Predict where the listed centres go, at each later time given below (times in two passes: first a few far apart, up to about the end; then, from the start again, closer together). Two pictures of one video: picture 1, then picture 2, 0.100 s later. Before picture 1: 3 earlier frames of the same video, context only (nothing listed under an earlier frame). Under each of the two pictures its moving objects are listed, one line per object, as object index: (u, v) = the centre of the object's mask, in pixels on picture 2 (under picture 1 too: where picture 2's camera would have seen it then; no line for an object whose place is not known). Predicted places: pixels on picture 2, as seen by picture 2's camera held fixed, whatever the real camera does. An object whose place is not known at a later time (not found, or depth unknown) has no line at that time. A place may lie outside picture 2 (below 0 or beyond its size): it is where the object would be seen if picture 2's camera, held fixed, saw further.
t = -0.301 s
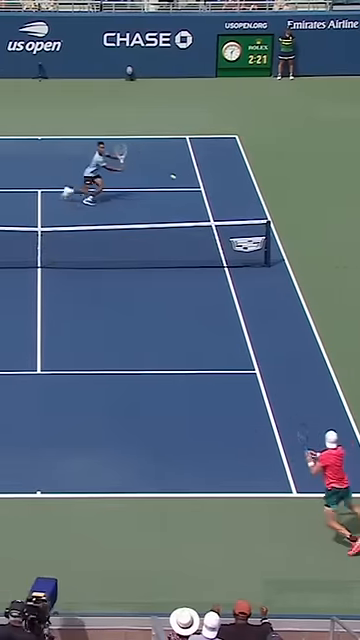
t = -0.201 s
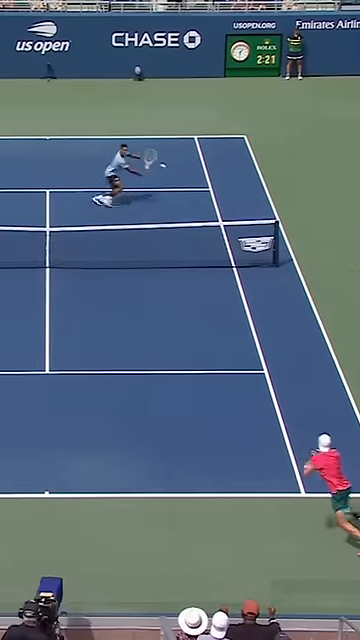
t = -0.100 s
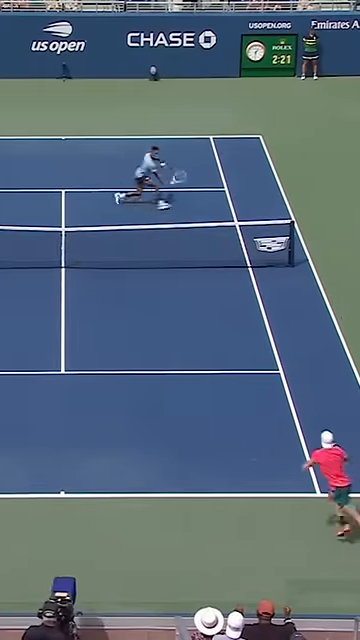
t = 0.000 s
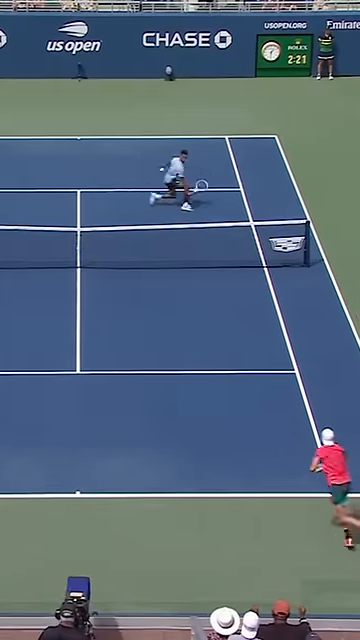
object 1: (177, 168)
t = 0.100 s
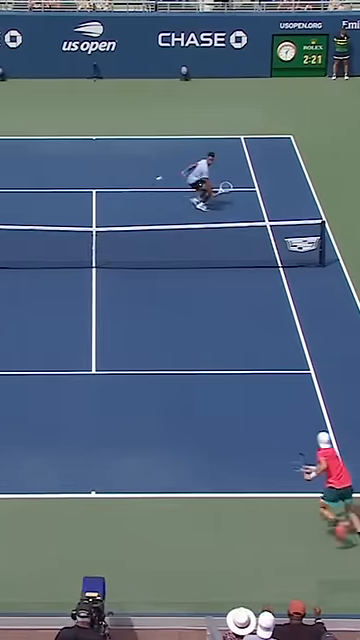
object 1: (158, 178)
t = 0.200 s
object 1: (139, 191)
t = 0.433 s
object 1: (88, 238)
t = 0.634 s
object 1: (39, 299)
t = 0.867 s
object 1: (-19, 354)
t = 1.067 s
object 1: (-61, 346)
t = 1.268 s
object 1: (-105, 359)
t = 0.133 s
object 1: (152, 182)
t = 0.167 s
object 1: (146, 186)
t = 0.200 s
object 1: (139, 191)
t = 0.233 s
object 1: (133, 197)
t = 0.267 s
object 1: (125, 203)
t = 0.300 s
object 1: (118, 209)
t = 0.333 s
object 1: (111, 215)
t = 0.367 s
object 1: (104, 222)
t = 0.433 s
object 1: (88, 238)
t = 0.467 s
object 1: (81, 248)
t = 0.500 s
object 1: (73, 257)
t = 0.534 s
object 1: (65, 266)
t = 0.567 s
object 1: (56, 277)
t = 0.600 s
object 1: (47, 288)
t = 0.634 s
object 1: (39, 299)
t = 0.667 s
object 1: (30, 311)
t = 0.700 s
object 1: (21, 323)
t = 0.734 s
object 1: (12, 336)
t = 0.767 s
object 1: (3, 350)
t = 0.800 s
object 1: (-6, 361)
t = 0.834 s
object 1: (-13, 357)
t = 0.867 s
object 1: (-19, 354)
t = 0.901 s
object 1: (-26, 351)
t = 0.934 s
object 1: (-33, 350)
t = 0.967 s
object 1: (-39, 347)
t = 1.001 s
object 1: (-47, 346)
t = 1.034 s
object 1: (-54, 346)
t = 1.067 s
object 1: (-61, 346)
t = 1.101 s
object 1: (-68, 347)
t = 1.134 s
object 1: (-75, 348)
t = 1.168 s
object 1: (-82, 350)
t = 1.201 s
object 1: (-90, 352)
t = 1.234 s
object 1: (-98, 355)
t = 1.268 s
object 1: (-105, 359)
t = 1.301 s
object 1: (-112, 363)
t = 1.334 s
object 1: (-120, 367)
